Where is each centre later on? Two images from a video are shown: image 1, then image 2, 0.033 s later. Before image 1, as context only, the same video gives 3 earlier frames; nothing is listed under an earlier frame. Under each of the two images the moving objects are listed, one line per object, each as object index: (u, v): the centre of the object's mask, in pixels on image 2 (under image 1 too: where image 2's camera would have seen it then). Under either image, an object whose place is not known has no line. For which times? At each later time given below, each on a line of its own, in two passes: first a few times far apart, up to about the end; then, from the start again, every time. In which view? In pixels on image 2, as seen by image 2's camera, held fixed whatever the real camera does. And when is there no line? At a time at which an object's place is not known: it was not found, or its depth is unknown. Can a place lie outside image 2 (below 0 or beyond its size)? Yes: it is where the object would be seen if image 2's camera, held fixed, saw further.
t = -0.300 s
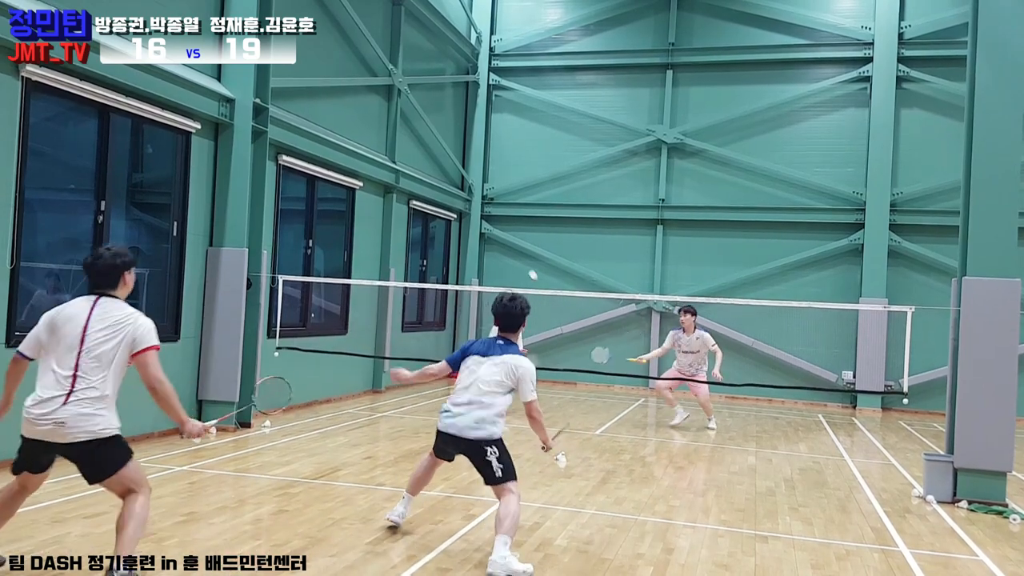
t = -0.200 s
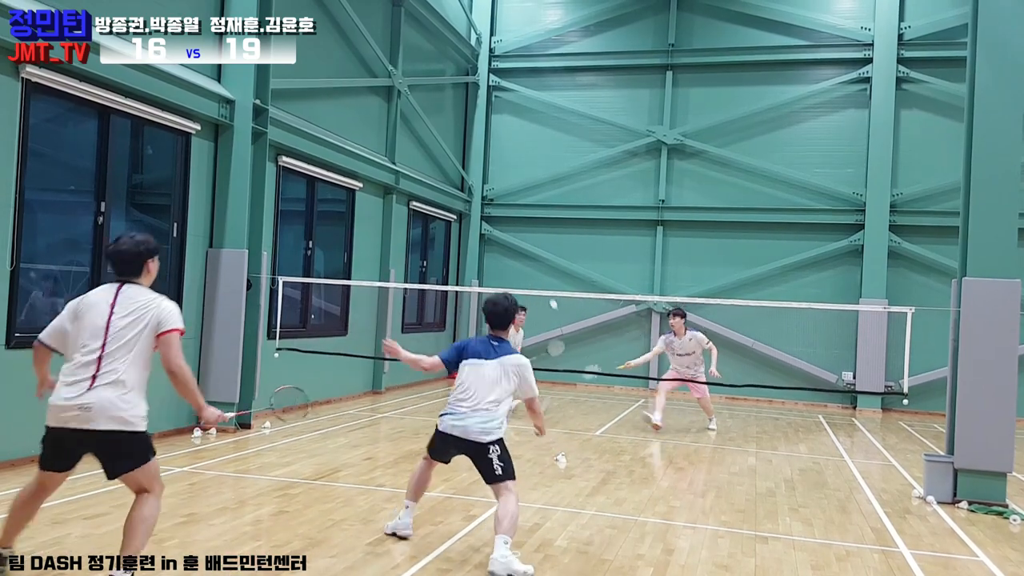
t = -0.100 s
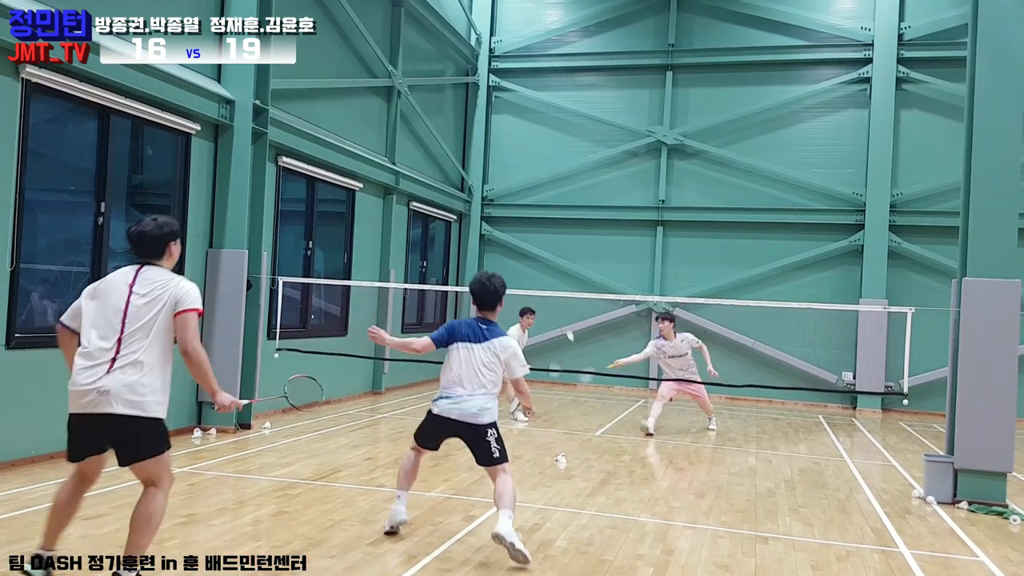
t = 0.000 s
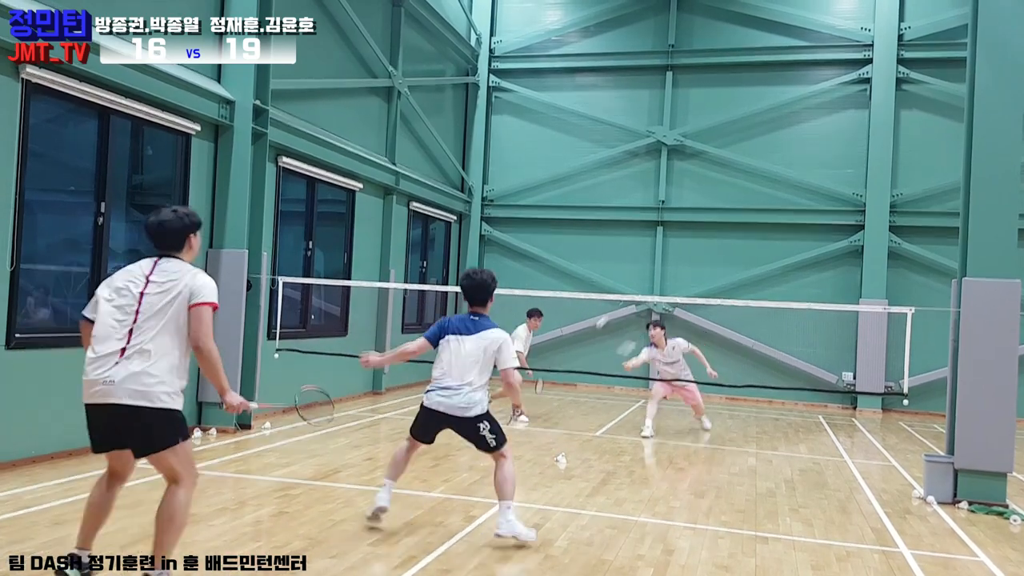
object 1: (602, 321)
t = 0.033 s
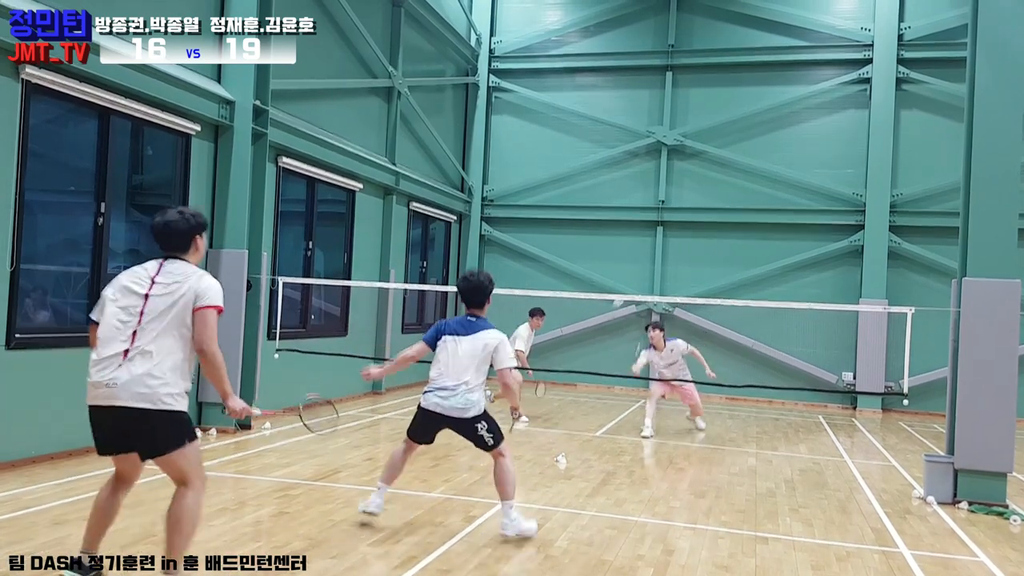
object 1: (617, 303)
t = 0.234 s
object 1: (701, 167)
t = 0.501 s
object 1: (810, 60)
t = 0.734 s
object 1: (907, 57)
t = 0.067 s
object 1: (632, 277)
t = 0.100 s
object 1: (645, 253)
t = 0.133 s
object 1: (659, 230)
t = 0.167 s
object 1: (673, 208)
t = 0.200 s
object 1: (687, 187)
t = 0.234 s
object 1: (701, 167)
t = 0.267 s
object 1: (715, 149)
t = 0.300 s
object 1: (728, 132)
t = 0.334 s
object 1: (742, 116)
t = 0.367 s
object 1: (755, 102)
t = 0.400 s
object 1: (769, 89)
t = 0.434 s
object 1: (783, 77)
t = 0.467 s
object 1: (796, 68)
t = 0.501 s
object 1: (810, 60)
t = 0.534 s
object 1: (824, 54)
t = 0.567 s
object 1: (838, 48)
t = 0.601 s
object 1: (851, 46)
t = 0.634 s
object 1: (865, 45)
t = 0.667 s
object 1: (879, 46)
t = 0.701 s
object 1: (894, 50)
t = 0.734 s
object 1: (907, 57)
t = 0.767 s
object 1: (922, 65)
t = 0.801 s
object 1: (936, 75)
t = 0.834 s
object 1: (951, 89)
